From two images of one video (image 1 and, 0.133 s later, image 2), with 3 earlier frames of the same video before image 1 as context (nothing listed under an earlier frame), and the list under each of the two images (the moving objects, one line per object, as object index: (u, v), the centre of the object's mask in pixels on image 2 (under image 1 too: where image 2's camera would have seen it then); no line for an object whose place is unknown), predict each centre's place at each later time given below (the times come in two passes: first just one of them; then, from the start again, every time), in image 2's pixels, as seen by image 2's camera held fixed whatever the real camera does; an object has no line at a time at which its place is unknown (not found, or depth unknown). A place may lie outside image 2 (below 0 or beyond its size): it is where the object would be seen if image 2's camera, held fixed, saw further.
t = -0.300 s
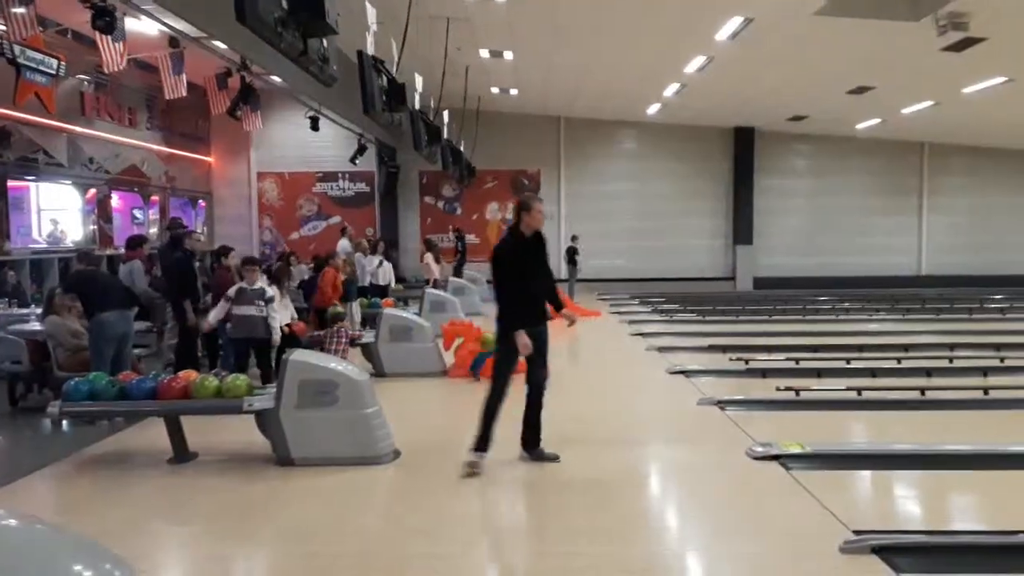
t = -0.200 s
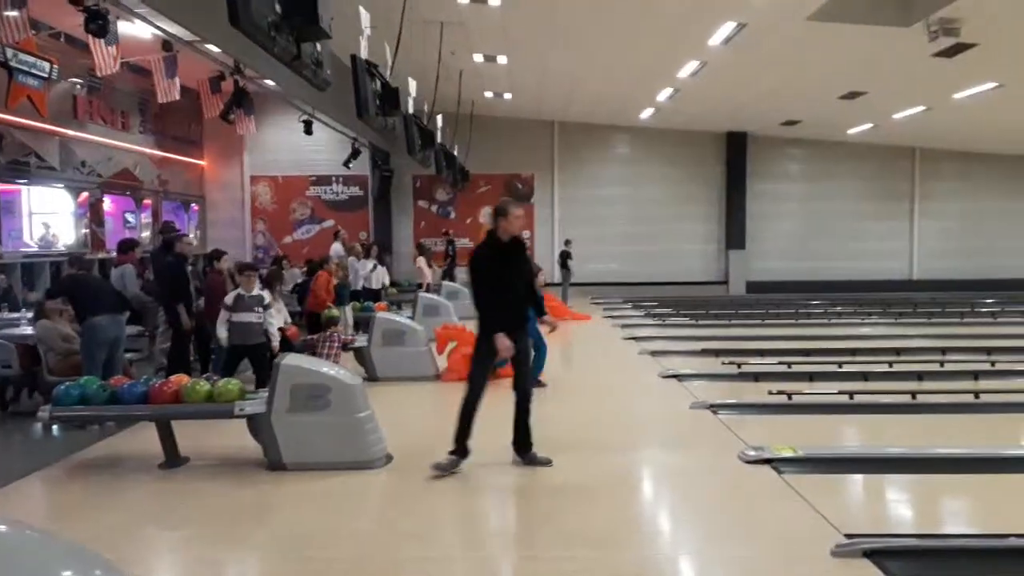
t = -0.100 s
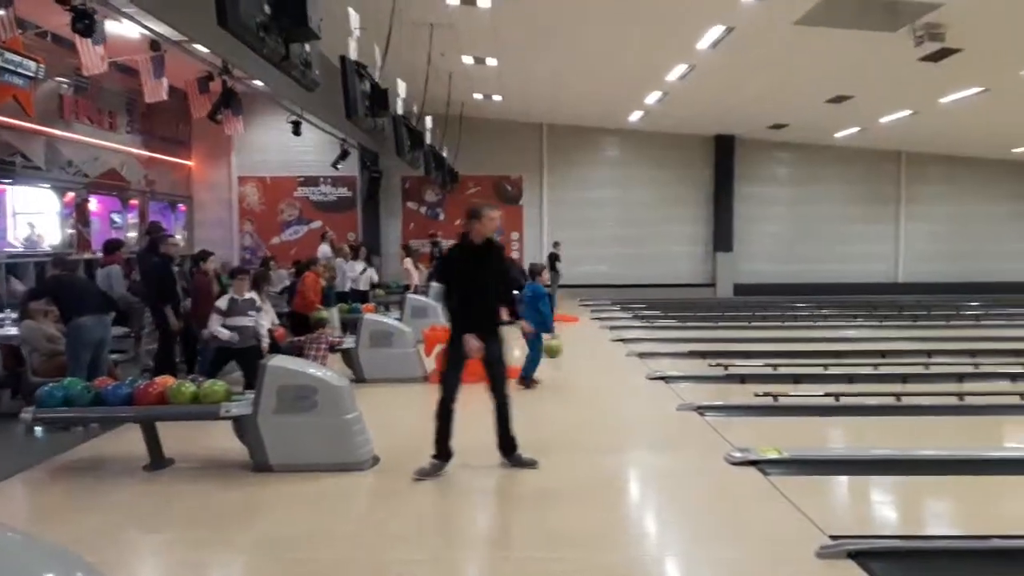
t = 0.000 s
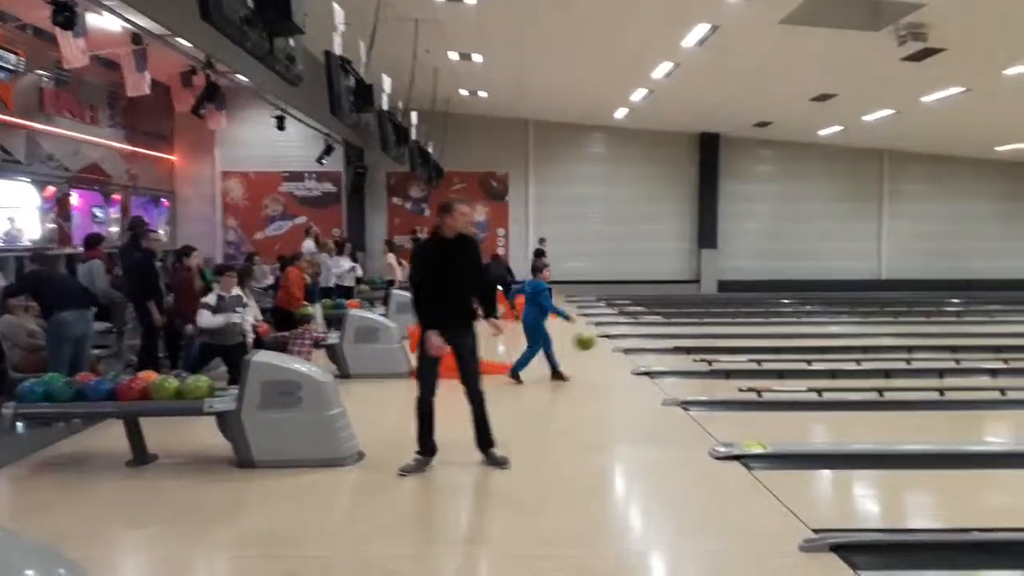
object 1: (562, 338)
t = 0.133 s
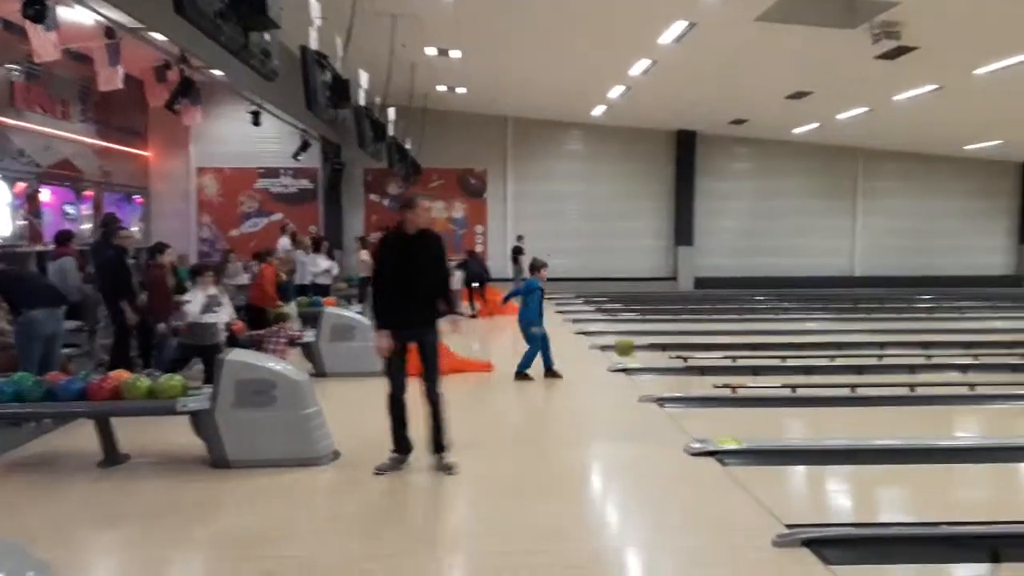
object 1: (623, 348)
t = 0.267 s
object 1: (687, 374)
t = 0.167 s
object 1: (639, 353)
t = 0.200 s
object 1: (655, 358)
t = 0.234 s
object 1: (672, 366)
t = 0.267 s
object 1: (687, 374)
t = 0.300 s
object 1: (702, 372)
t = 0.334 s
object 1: (717, 368)
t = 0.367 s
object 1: (732, 368)
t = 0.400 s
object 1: (747, 367)
